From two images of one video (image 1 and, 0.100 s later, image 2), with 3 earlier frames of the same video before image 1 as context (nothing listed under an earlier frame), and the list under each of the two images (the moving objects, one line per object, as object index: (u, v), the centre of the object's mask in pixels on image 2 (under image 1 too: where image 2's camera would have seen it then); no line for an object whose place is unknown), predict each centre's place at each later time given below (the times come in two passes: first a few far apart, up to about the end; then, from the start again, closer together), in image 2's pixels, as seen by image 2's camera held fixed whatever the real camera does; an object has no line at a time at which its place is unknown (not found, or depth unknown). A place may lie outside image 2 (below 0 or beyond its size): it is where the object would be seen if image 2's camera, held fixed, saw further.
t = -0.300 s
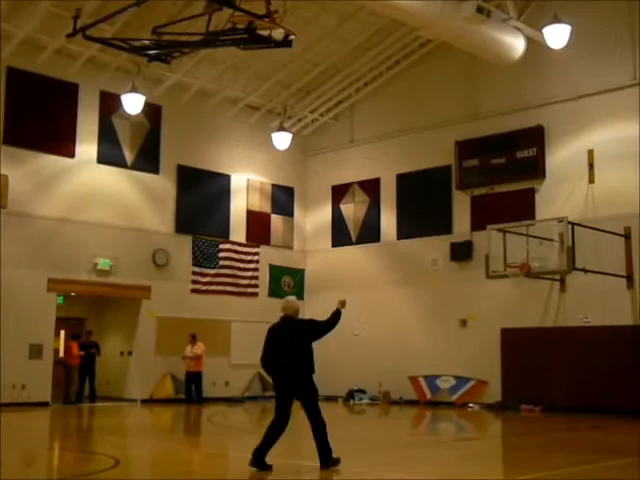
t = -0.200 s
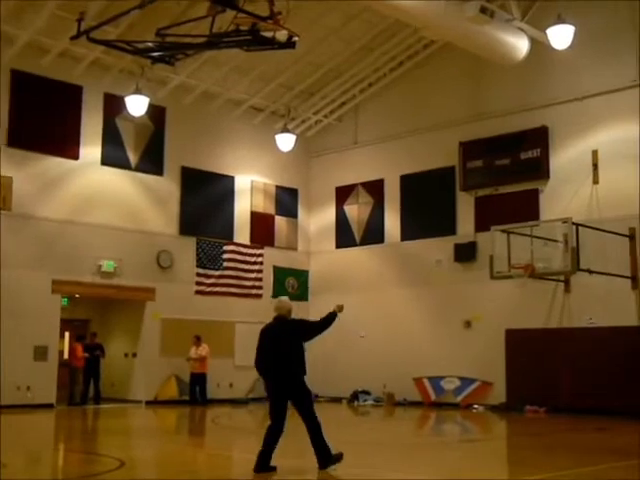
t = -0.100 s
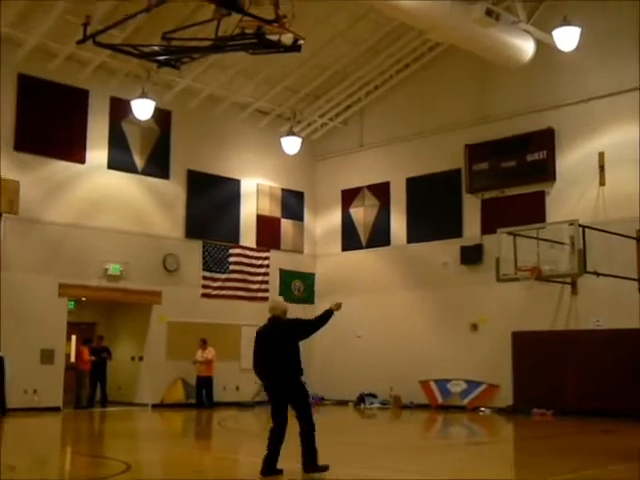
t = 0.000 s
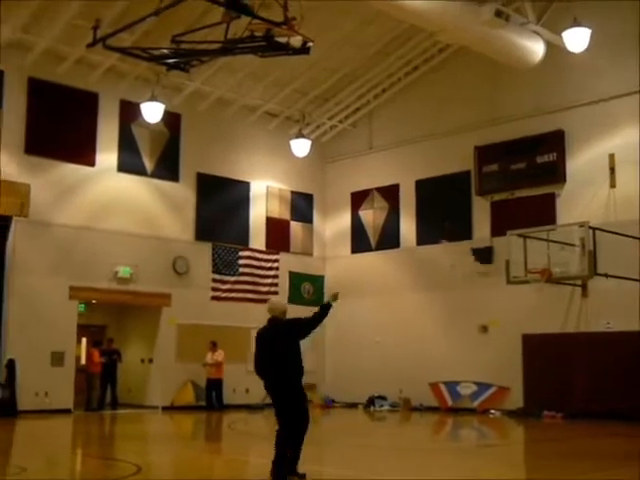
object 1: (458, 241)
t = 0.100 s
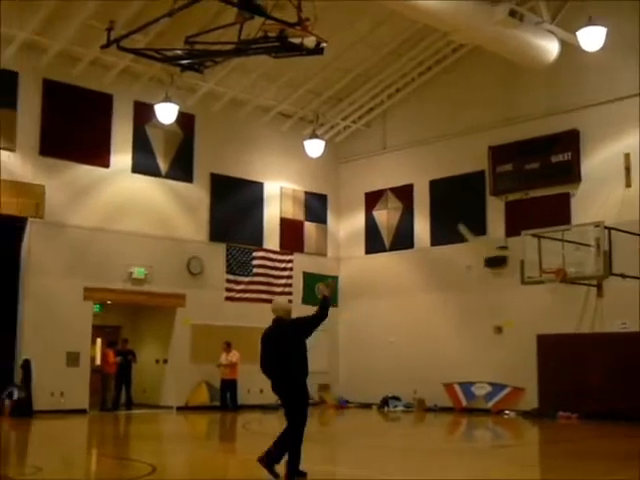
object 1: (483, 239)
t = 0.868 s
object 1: (487, 150)
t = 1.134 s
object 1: (481, 145)
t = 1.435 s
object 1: (460, 141)
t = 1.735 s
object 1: (419, 125)
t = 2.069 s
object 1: (352, 94)
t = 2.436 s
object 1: (253, 59)
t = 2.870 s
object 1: (172, 49)
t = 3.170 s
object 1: (129, 53)
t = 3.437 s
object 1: (90, 58)
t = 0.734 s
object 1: (488, 156)
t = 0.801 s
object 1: (488, 153)
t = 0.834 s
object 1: (488, 152)
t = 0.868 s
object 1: (487, 150)
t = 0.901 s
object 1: (488, 149)
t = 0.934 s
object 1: (488, 148)
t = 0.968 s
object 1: (486, 147)
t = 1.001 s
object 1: (485, 146)
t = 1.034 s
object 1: (485, 146)
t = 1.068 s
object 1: (483, 146)
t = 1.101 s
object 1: (483, 145)
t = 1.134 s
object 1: (481, 145)
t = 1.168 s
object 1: (480, 145)
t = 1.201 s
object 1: (479, 144)
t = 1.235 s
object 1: (477, 144)
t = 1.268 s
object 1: (477, 144)
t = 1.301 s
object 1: (474, 144)
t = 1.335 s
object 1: (472, 144)
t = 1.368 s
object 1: (468, 143)
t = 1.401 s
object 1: (464, 142)
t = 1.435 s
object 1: (460, 141)
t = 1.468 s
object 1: (456, 139)
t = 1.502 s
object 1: (452, 138)
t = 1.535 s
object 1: (447, 137)
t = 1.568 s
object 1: (443, 135)
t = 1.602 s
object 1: (439, 133)
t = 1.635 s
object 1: (434, 131)
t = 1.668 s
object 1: (429, 129)
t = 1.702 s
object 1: (425, 127)
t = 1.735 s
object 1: (419, 125)
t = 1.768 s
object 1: (414, 123)
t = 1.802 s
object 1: (408, 120)
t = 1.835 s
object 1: (404, 117)
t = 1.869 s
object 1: (399, 114)
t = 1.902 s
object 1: (393, 111)
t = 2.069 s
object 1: (352, 94)
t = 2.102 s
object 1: (343, 90)
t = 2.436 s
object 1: (253, 59)
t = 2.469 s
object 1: (245, 58)
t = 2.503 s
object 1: (237, 56)
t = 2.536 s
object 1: (230, 55)
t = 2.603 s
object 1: (217, 51)
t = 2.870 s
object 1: (172, 49)
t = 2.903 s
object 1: (167, 48)
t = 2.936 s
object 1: (163, 50)
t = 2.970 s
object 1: (156, 49)
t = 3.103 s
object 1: (138, 51)
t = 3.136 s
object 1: (134, 52)
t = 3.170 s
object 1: (129, 53)
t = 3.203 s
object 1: (125, 54)
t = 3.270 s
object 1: (113, 56)
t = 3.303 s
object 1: (110, 56)
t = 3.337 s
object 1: (106, 57)
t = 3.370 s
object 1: (104, 57)
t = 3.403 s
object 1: (95, 57)
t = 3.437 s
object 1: (90, 58)
